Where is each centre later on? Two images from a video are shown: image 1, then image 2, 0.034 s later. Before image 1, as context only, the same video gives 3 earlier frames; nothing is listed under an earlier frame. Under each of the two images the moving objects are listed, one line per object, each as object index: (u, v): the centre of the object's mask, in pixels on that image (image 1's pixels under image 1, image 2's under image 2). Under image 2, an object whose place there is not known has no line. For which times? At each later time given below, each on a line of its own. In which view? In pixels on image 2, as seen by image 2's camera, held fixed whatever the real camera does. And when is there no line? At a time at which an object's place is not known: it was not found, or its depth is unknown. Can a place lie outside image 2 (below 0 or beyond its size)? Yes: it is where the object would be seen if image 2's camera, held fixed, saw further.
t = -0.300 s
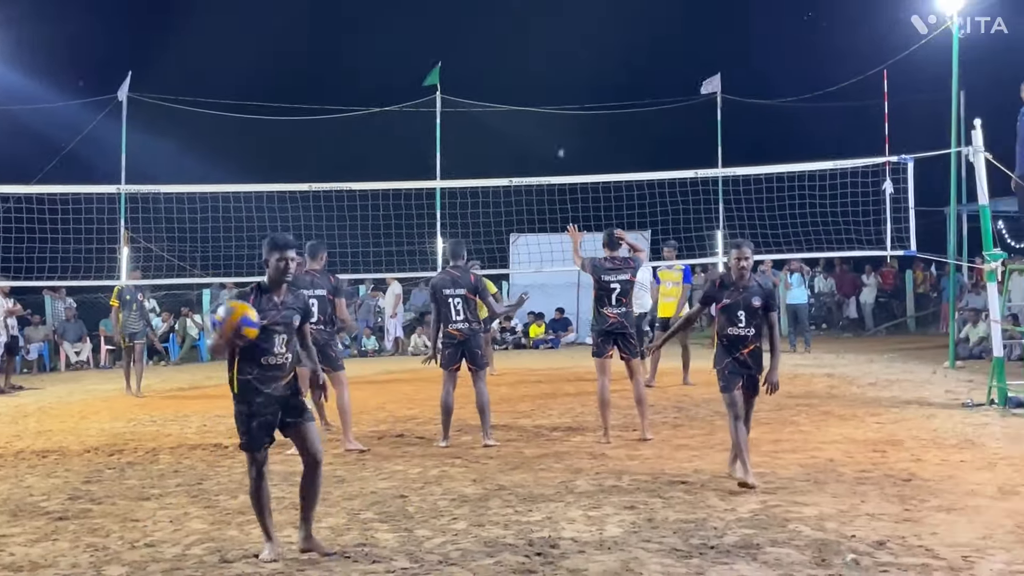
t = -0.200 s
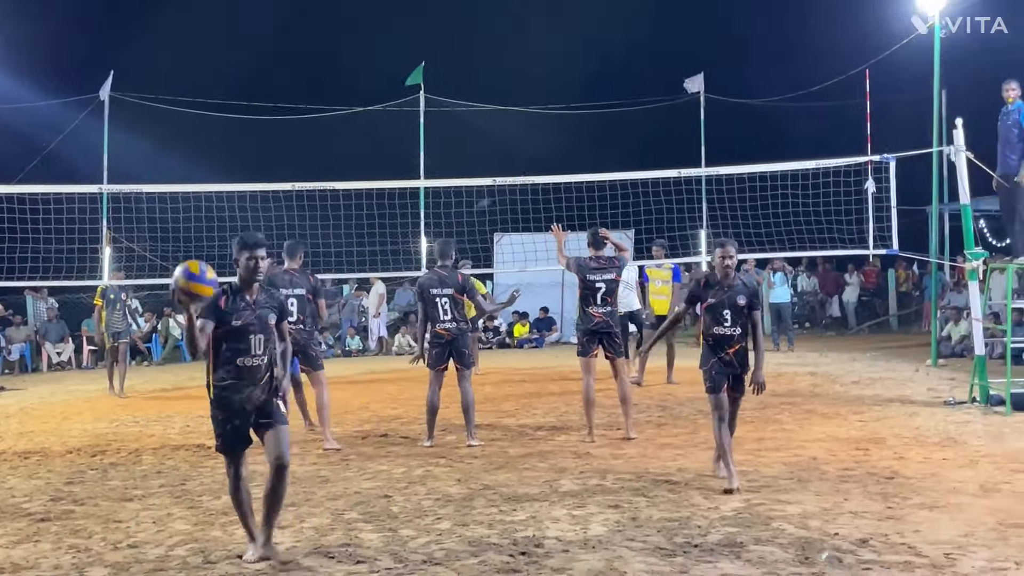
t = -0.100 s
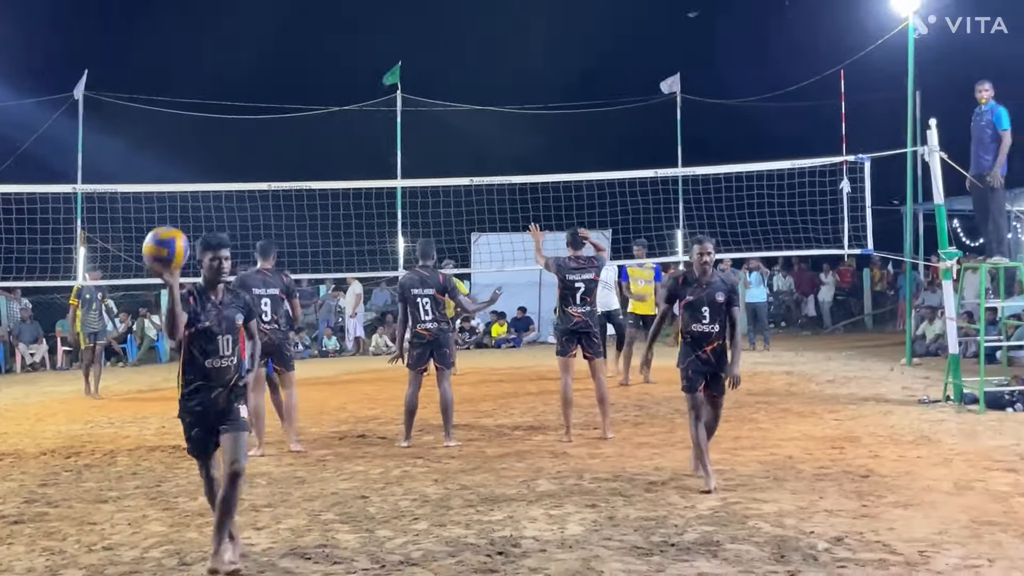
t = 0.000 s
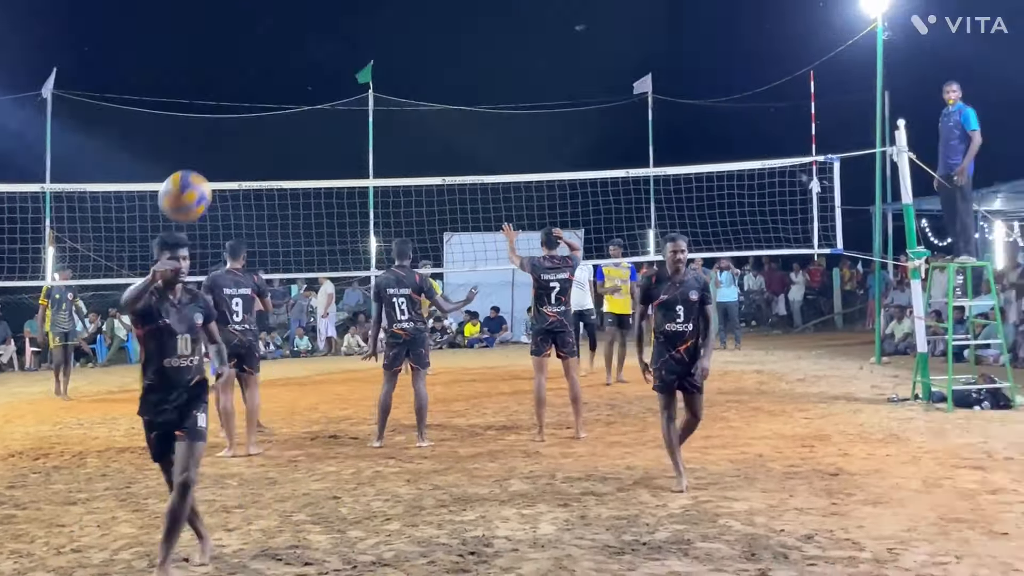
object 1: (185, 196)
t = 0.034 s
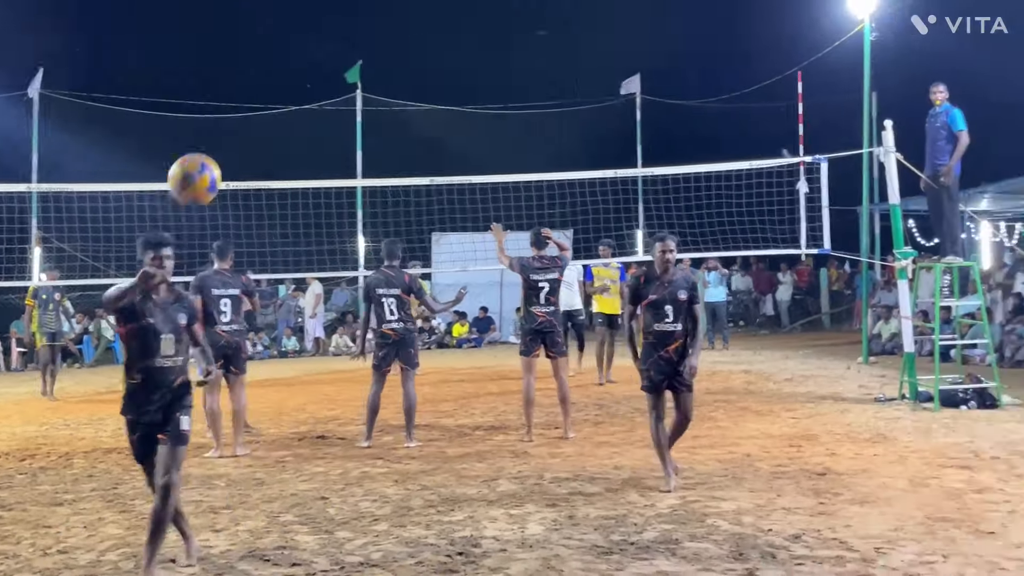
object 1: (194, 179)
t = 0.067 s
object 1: (217, 165)
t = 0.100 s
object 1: (238, 153)
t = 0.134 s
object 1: (262, 143)
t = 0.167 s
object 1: (288, 136)
